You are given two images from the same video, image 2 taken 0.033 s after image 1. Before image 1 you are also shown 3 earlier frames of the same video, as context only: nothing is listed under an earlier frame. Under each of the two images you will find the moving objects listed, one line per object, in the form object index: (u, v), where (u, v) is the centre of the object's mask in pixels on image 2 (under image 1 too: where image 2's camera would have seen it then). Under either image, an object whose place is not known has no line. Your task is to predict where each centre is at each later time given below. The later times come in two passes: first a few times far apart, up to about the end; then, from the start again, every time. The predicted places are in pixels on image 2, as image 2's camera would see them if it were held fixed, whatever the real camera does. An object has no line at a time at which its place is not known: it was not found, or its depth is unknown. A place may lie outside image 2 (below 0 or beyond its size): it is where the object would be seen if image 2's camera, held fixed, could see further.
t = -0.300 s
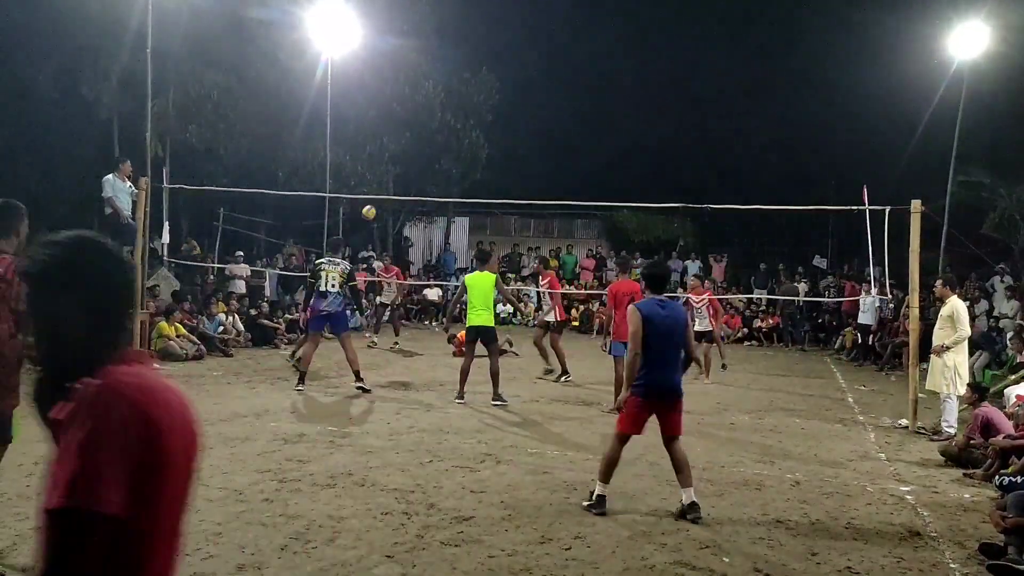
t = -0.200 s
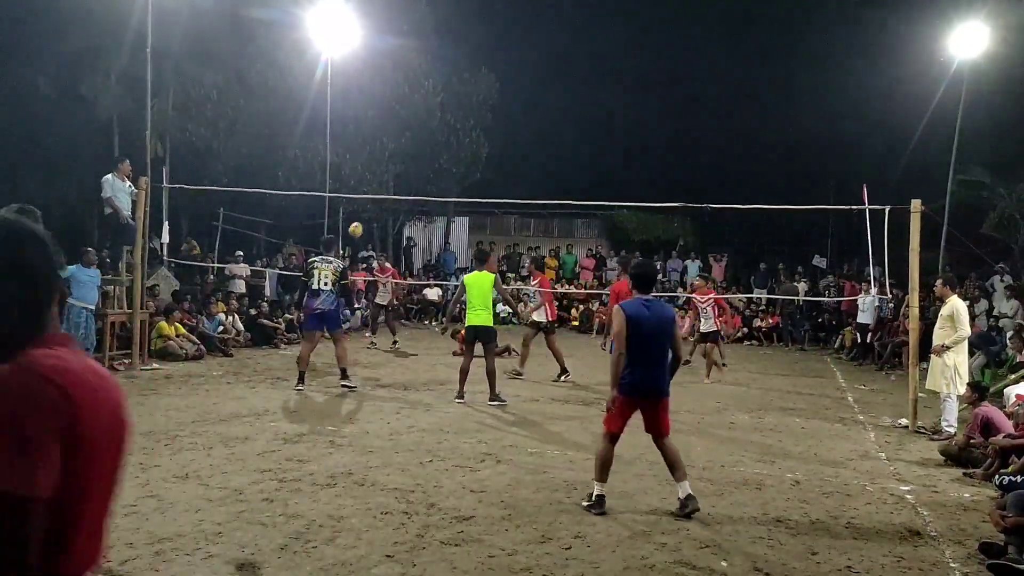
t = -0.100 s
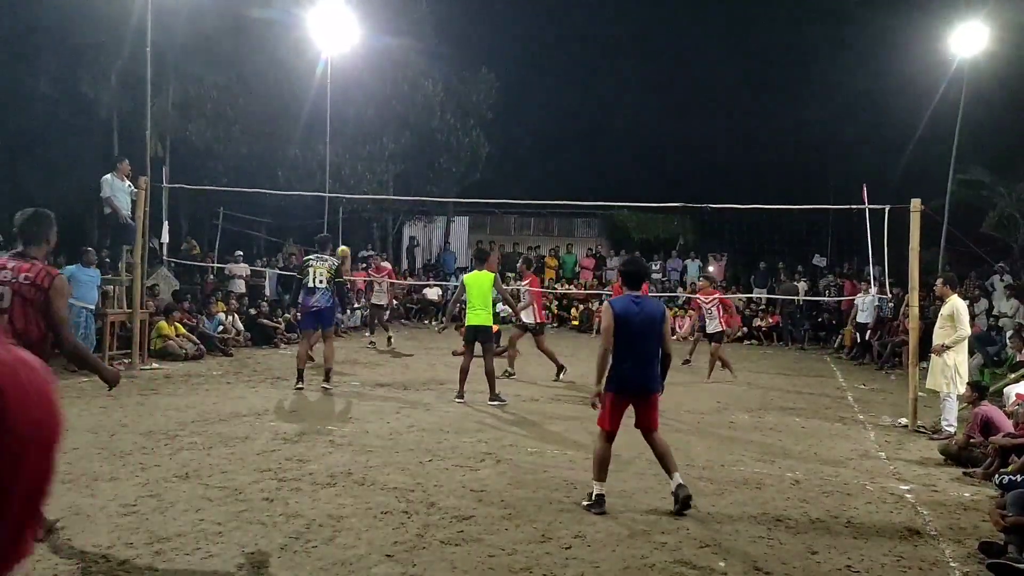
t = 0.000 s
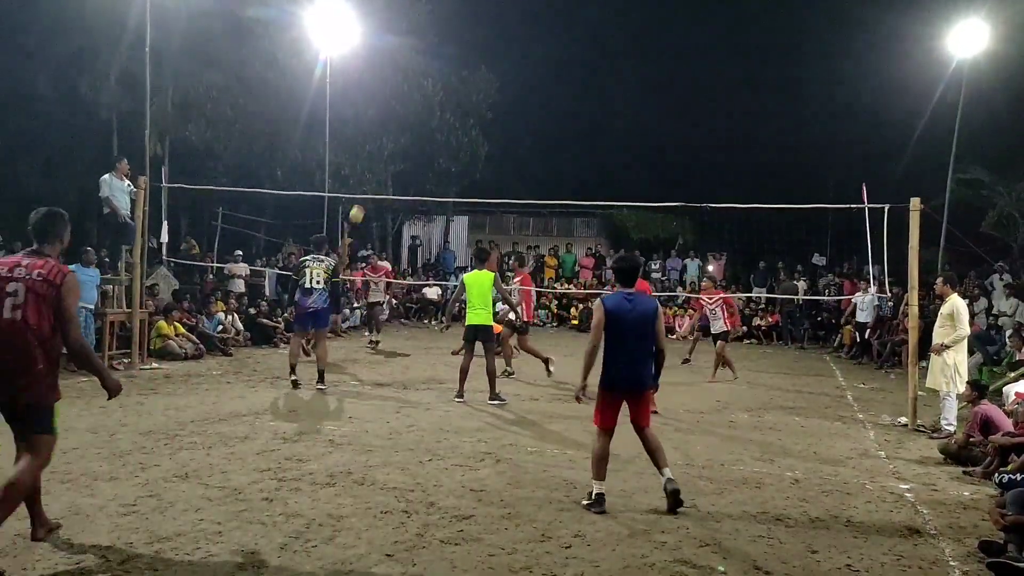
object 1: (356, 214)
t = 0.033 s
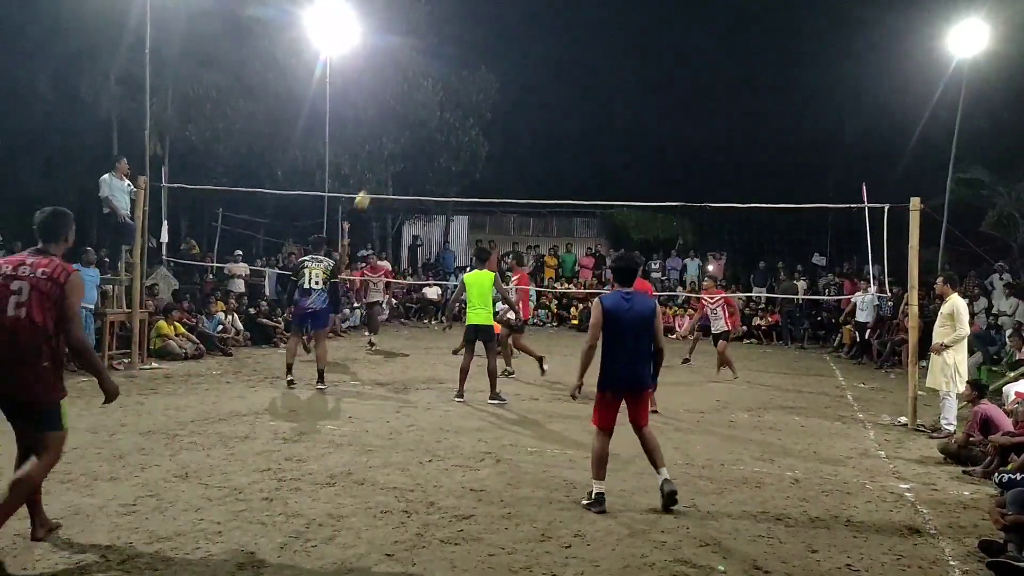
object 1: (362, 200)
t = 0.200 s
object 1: (393, 137)
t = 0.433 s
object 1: (435, 78)
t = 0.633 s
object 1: (469, 55)
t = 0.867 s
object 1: (509, 60)
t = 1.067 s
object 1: (543, 93)
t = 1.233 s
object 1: (570, 140)
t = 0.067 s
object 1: (368, 186)
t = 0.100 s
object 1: (374, 173)
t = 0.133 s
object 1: (381, 161)
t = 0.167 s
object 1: (387, 148)
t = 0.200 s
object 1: (393, 137)
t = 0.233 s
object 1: (399, 127)
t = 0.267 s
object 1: (405, 117)
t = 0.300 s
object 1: (411, 108)
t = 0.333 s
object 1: (417, 99)
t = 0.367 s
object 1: (423, 91)
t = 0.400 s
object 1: (429, 85)
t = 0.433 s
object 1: (435, 78)
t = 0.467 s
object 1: (441, 72)
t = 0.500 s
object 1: (446, 68)
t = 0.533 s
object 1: (452, 63)
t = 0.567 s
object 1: (458, 60)
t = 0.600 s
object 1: (464, 57)
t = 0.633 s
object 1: (469, 55)
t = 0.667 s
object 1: (476, 54)
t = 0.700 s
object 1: (482, 53)
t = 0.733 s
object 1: (487, 53)
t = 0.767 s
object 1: (493, 54)
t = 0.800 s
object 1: (498, 55)
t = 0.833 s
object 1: (504, 57)
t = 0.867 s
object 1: (509, 60)
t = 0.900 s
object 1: (515, 63)
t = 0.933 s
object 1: (521, 68)
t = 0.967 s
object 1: (527, 73)
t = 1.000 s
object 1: (532, 79)
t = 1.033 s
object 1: (538, 86)
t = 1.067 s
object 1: (543, 93)
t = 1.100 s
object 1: (549, 101)
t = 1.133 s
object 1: (554, 110)
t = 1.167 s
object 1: (559, 119)
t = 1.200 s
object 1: (565, 129)
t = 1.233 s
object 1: (570, 140)
